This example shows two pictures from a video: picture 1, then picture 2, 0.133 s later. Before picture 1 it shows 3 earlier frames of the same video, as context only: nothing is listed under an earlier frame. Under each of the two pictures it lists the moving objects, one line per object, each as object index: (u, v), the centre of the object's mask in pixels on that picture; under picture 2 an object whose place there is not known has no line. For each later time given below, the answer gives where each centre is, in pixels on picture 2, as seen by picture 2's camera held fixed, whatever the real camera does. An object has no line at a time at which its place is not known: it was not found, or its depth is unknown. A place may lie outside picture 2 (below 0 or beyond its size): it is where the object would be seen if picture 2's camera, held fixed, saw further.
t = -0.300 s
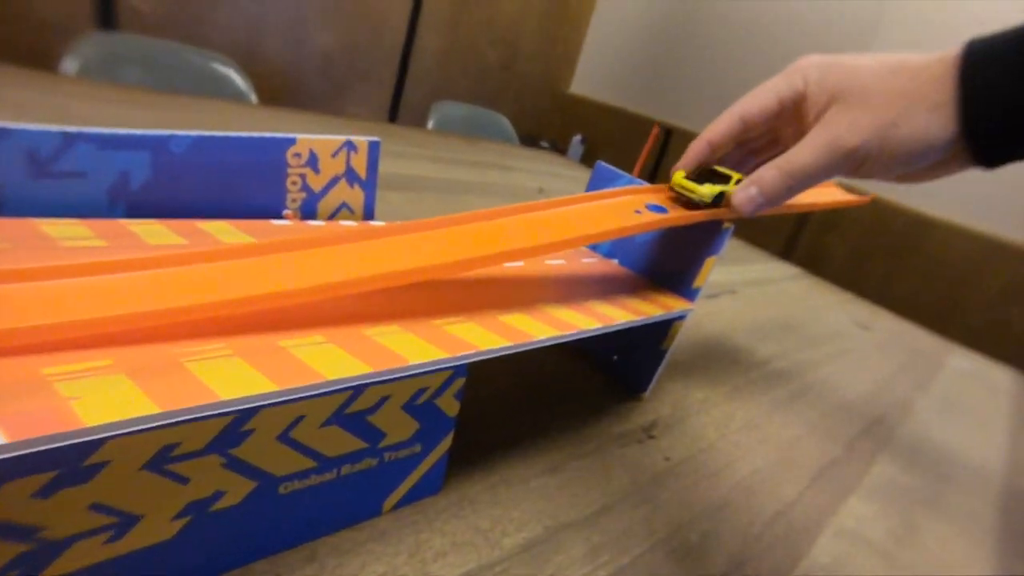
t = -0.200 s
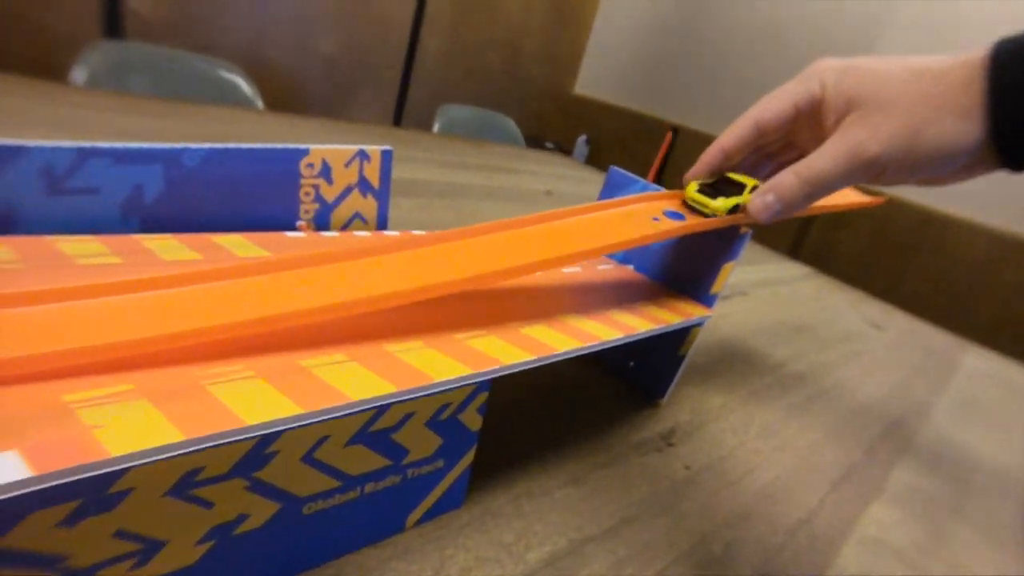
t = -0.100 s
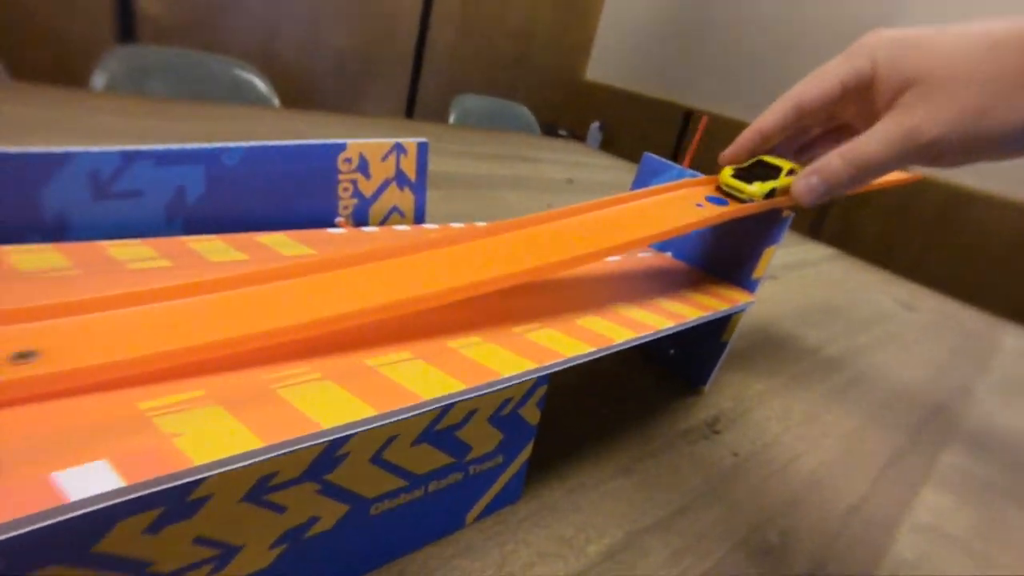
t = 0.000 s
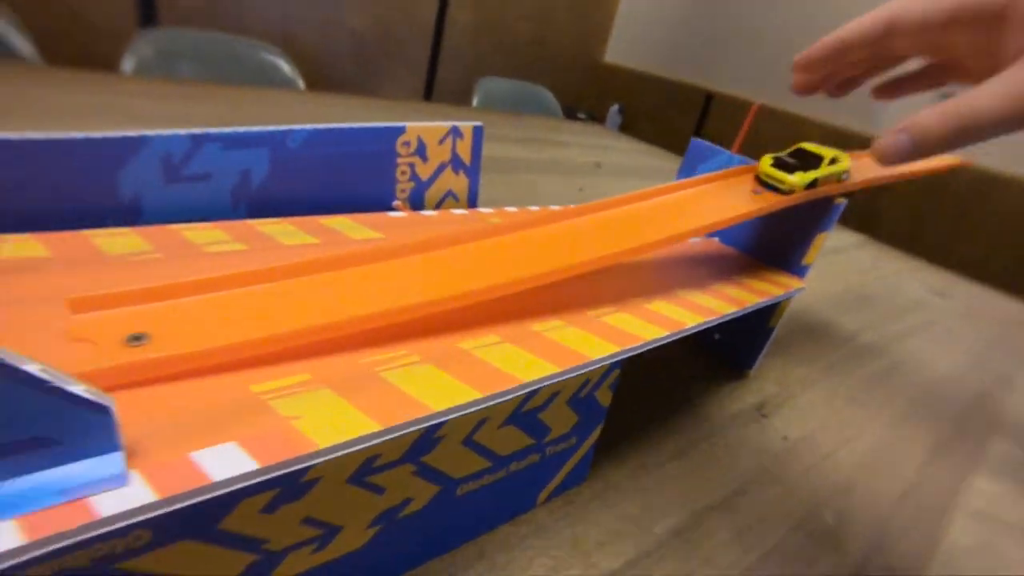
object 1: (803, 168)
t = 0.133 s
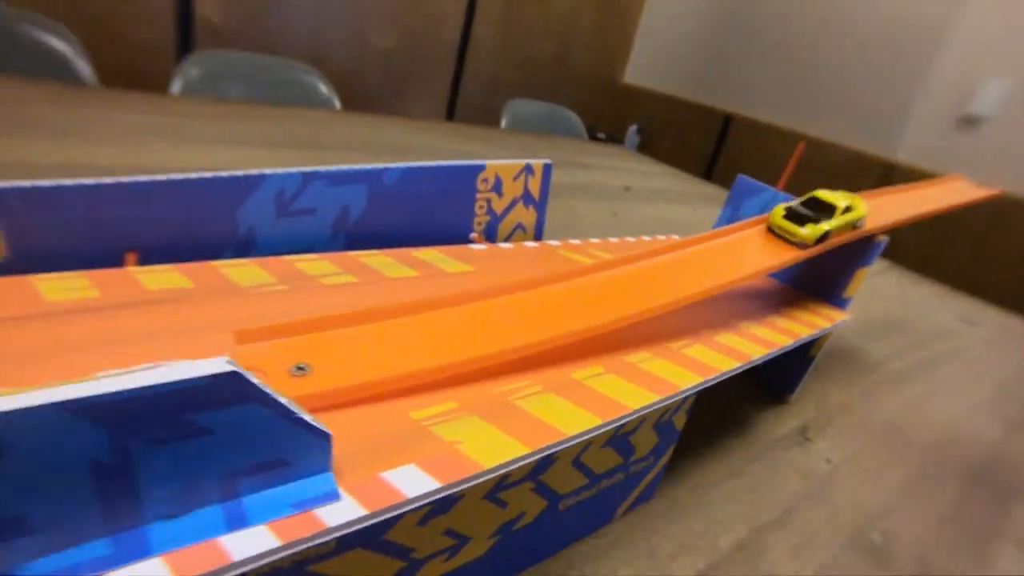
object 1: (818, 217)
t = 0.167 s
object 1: (807, 221)
